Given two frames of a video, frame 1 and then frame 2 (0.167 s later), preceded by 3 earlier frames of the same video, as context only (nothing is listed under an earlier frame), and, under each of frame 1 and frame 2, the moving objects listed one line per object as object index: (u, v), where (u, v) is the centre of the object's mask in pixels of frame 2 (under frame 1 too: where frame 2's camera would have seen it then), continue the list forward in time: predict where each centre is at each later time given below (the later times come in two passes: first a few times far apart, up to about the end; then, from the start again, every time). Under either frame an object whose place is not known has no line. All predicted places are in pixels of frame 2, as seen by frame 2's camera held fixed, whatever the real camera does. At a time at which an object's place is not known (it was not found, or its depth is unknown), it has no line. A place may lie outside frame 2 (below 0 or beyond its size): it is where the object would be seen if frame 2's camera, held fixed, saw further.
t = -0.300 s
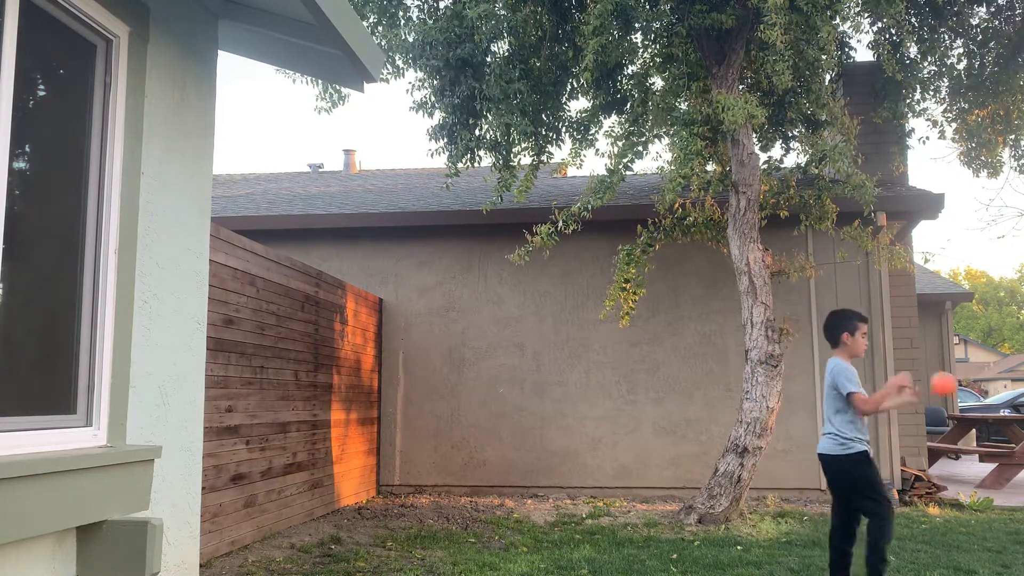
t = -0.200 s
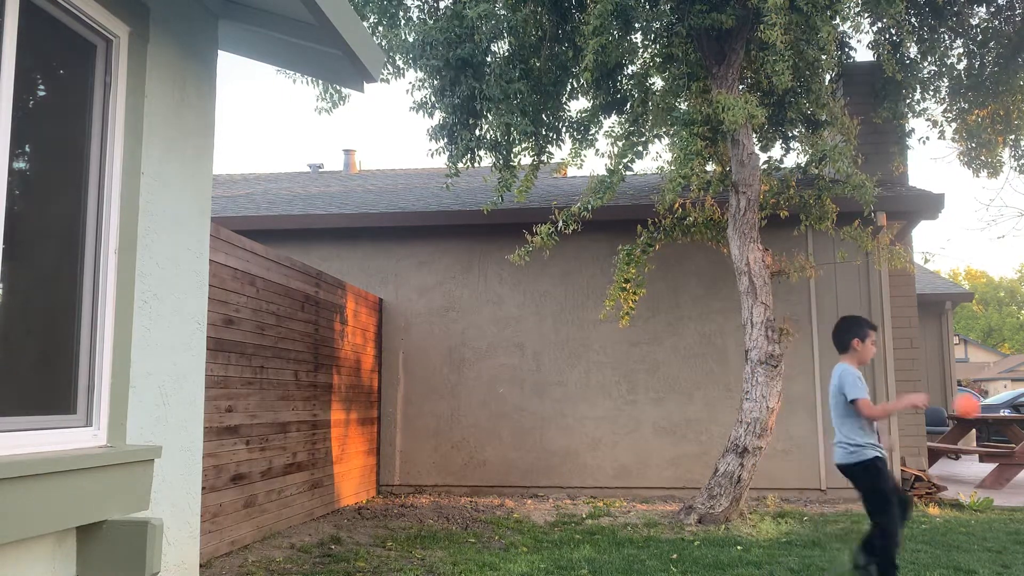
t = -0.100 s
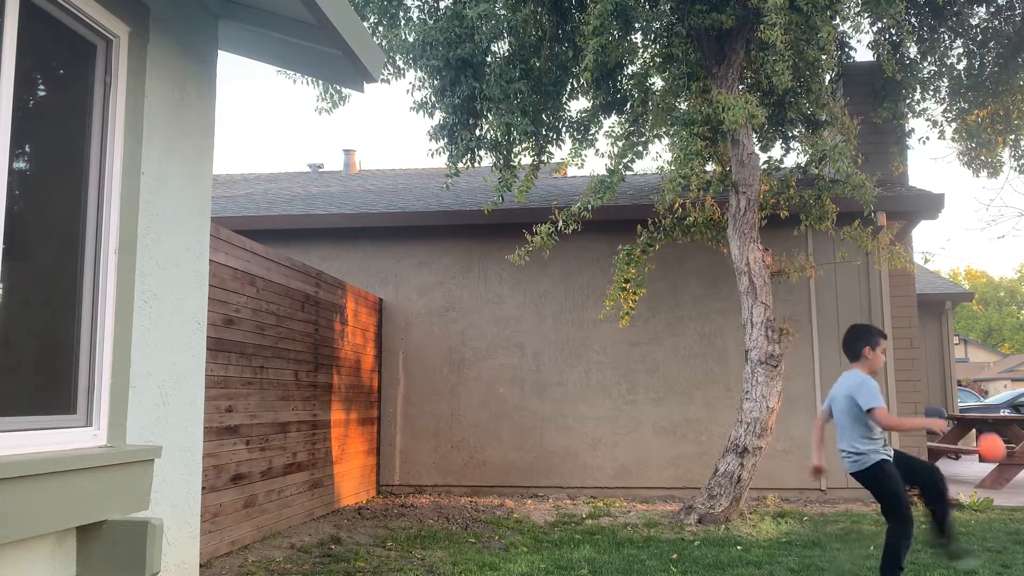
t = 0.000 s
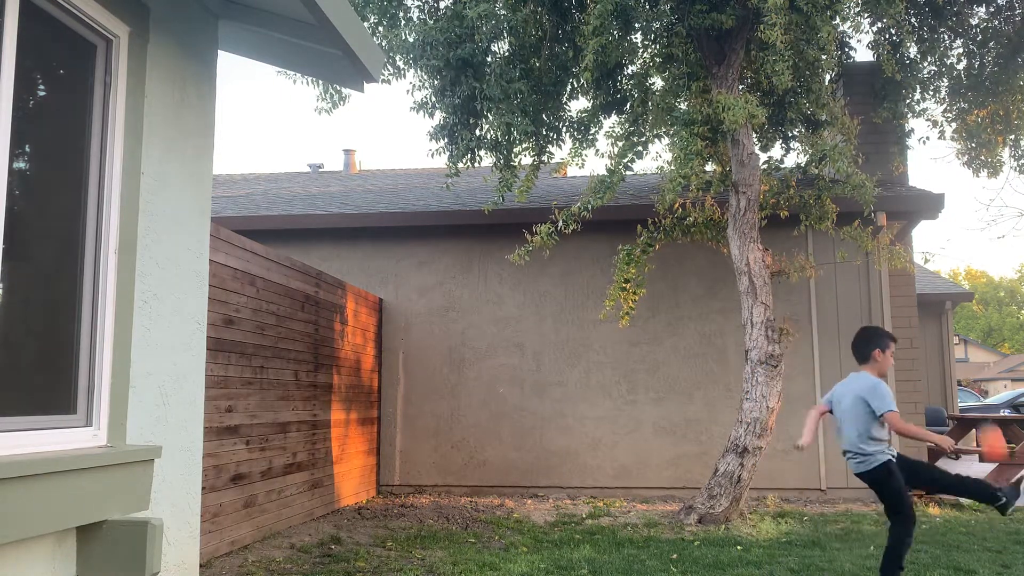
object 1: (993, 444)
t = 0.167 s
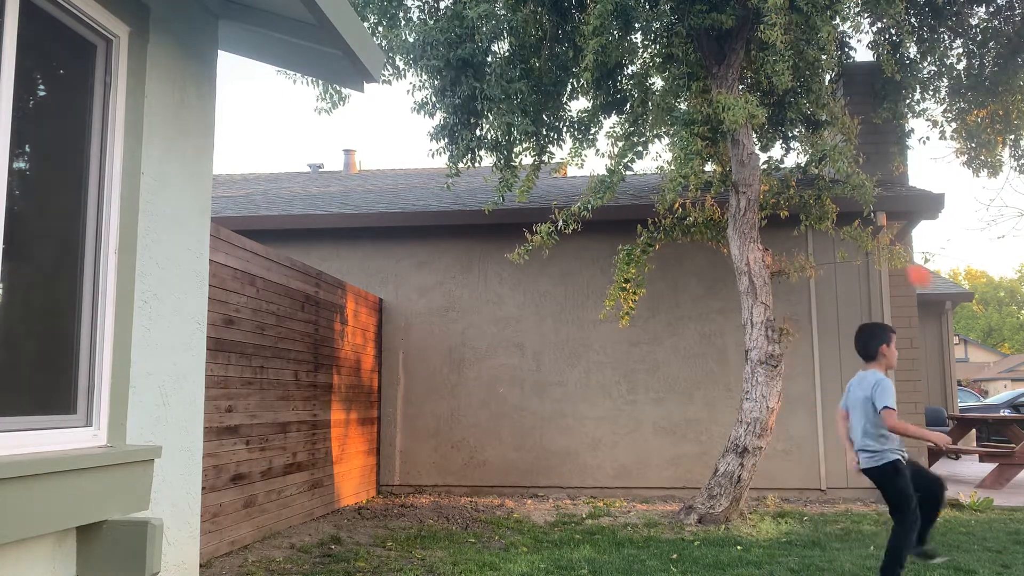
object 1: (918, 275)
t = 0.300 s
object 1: (873, 192)
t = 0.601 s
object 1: (785, 139)
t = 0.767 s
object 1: (744, 177)
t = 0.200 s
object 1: (905, 248)
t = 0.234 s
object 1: (896, 227)
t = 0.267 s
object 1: (884, 209)
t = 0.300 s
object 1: (873, 192)
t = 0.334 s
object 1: (861, 177)
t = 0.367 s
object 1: (850, 165)
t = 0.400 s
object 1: (840, 155)
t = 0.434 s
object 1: (830, 148)
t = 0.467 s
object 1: (821, 143)
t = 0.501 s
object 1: (811, 139)
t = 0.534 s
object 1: (803, 137)
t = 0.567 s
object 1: (793, 137)
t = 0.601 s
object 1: (785, 139)
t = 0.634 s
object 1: (776, 143)
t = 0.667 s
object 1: (768, 149)
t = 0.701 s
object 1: (760, 157)
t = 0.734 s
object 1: (751, 167)
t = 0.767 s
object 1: (744, 177)
